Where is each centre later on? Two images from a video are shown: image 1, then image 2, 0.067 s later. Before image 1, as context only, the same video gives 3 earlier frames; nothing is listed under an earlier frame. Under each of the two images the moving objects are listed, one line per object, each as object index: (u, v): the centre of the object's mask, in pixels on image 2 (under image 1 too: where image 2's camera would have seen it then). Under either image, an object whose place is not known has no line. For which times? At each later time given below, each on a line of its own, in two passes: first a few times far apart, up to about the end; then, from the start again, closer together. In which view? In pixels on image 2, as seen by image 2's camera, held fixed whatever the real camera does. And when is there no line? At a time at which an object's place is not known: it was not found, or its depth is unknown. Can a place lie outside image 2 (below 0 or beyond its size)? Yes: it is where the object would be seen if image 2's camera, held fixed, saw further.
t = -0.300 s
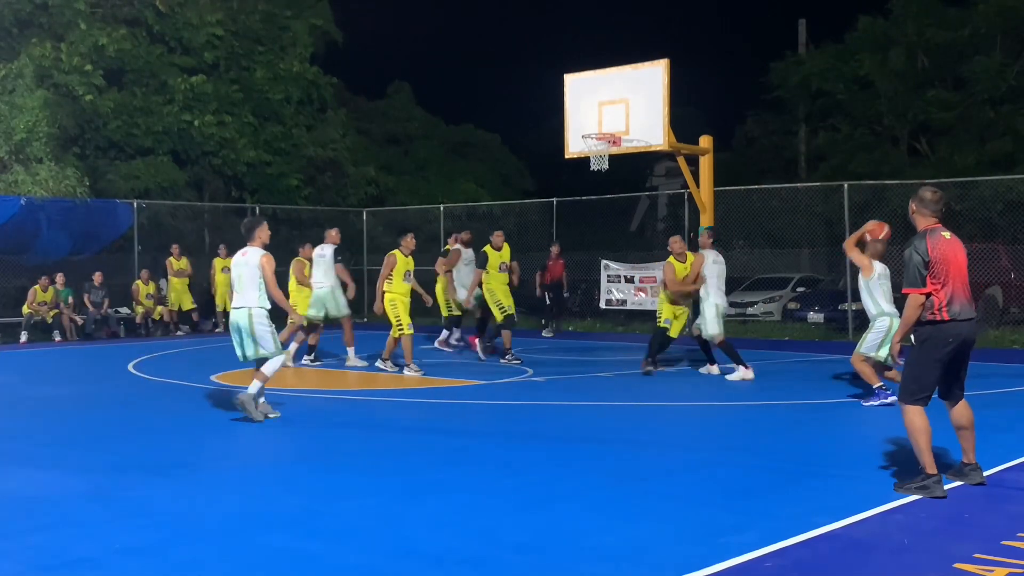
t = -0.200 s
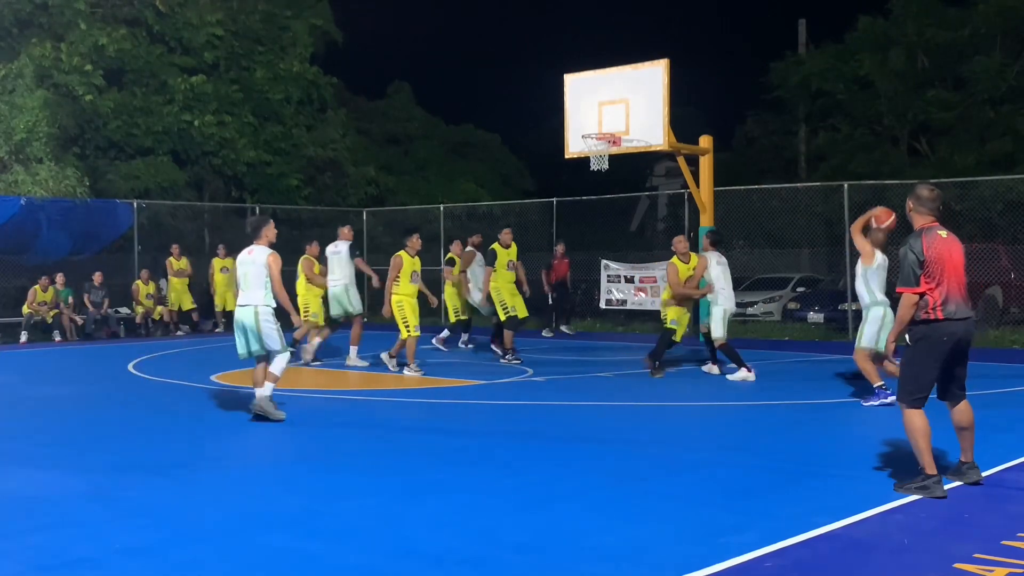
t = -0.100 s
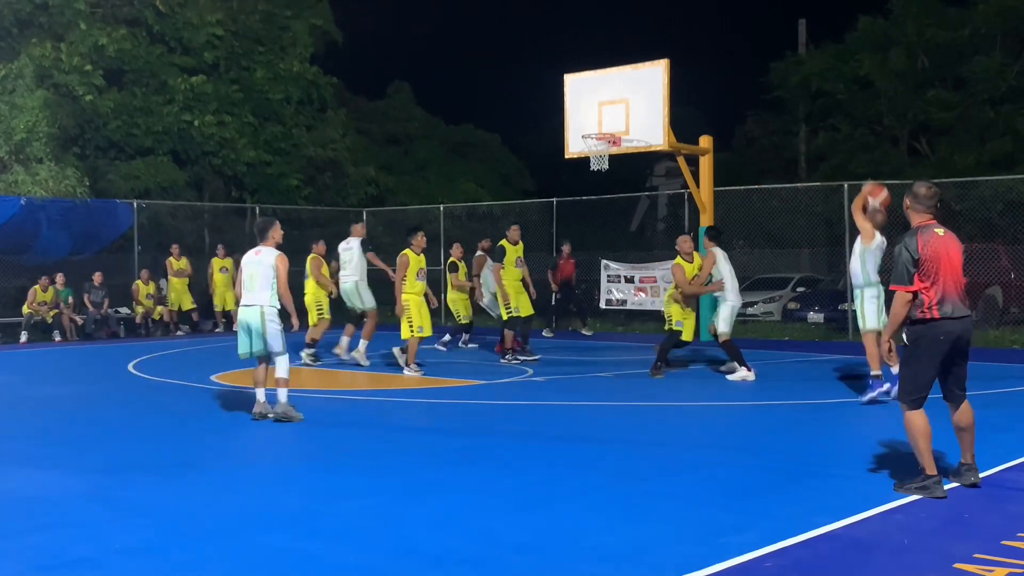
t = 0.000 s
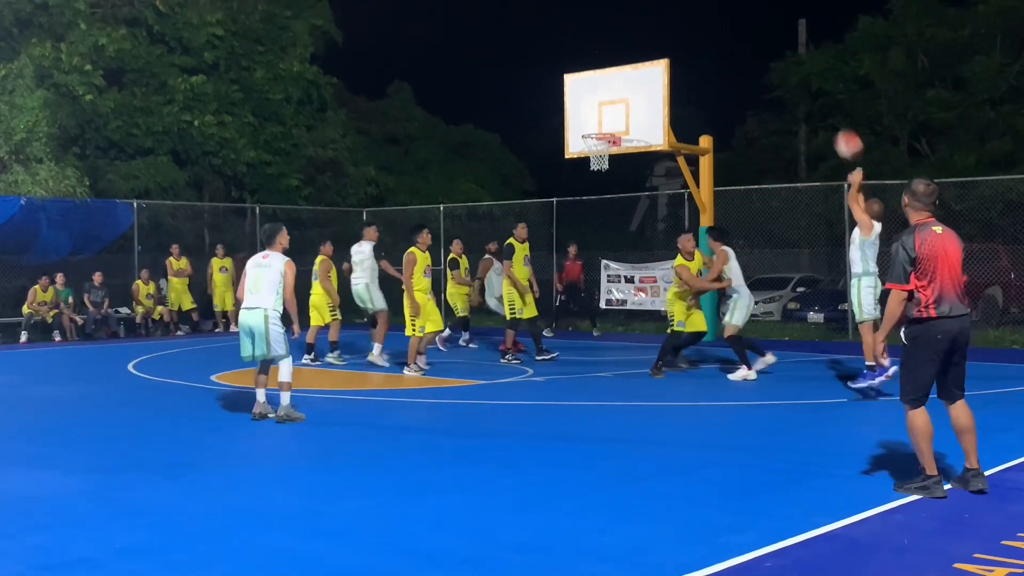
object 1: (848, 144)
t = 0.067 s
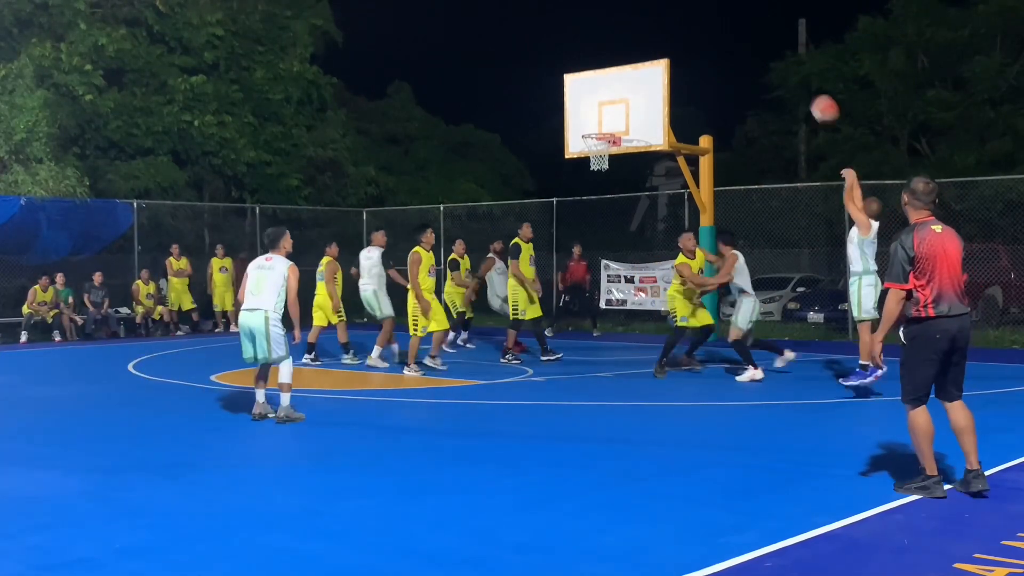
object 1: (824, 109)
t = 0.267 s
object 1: (762, 38)
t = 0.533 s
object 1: (695, 12)
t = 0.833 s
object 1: (634, 52)
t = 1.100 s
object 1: (592, 133)
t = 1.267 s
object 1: (615, 156)
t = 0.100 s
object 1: (813, 94)
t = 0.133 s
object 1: (802, 80)
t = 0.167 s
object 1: (792, 68)
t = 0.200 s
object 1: (782, 56)
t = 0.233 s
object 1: (772, 46)
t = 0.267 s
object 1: (762, 38)
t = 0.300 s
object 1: (753, 31)
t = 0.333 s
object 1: (744, 25)
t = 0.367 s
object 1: (735, 20)
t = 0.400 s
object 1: (727, 16)
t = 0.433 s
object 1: (718, 14)
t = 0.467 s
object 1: (710, 12)
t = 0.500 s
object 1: (702, 11)
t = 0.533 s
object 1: (695, 12)
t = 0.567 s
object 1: (687, 13)
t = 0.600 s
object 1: (680, 15)
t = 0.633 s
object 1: (673, 18)
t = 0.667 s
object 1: (666, 22)
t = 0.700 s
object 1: (659, 26)
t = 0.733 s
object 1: (653, 32)
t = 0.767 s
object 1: (647, 39)
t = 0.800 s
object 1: (641, 45)
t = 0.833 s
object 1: (634, 52)
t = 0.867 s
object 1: (629, 59)
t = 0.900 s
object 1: (623, 69)
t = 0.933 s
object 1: (617, 79)
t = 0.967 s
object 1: (612, 89)
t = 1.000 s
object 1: (607, 99)
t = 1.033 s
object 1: (601, 110)
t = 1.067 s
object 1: (597, 121)
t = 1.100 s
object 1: (592, 133)
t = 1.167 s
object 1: (606, 149)
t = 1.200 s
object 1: (612, 153)
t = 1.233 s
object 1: (613, 154)
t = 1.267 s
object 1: (615, 156)
